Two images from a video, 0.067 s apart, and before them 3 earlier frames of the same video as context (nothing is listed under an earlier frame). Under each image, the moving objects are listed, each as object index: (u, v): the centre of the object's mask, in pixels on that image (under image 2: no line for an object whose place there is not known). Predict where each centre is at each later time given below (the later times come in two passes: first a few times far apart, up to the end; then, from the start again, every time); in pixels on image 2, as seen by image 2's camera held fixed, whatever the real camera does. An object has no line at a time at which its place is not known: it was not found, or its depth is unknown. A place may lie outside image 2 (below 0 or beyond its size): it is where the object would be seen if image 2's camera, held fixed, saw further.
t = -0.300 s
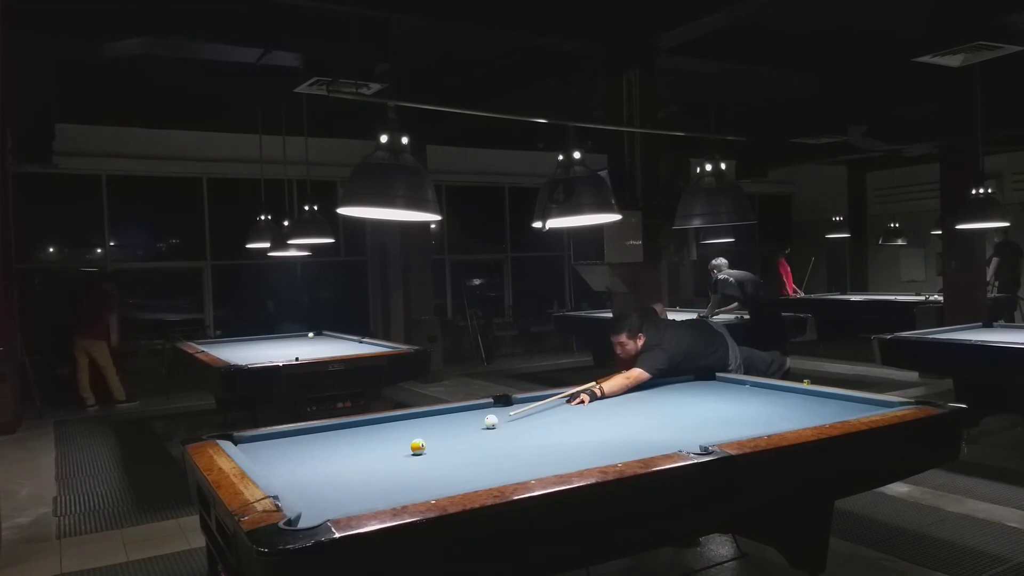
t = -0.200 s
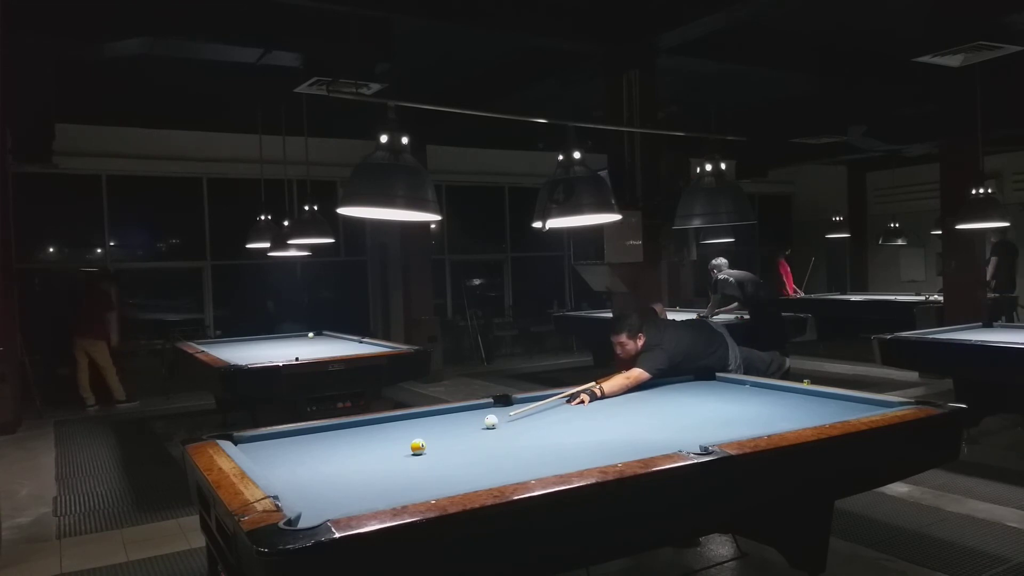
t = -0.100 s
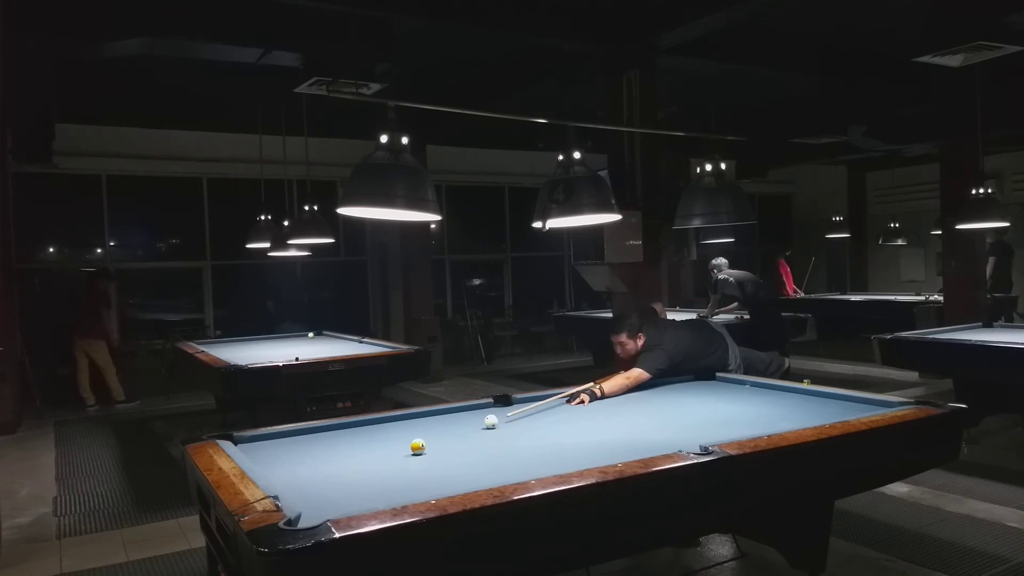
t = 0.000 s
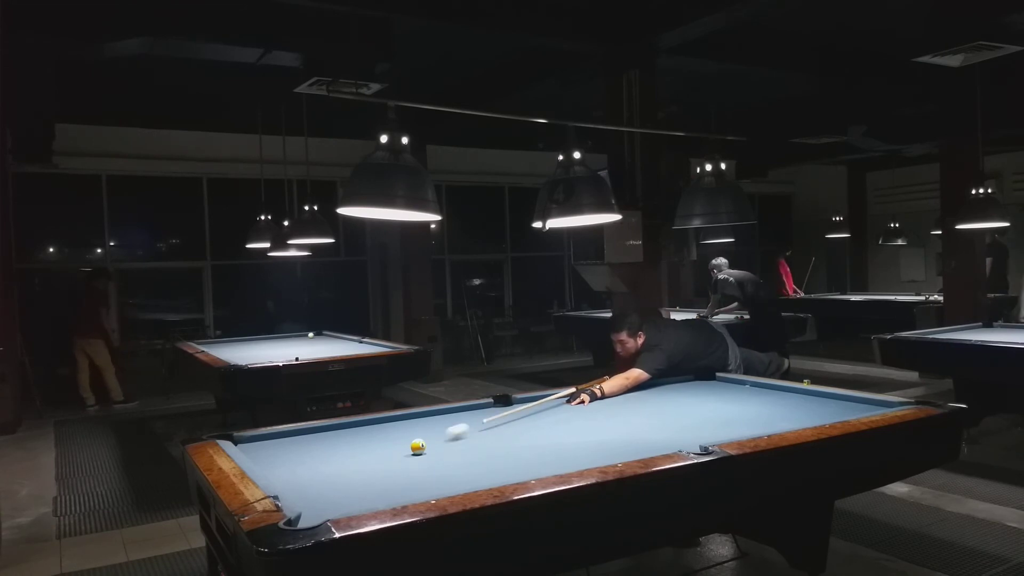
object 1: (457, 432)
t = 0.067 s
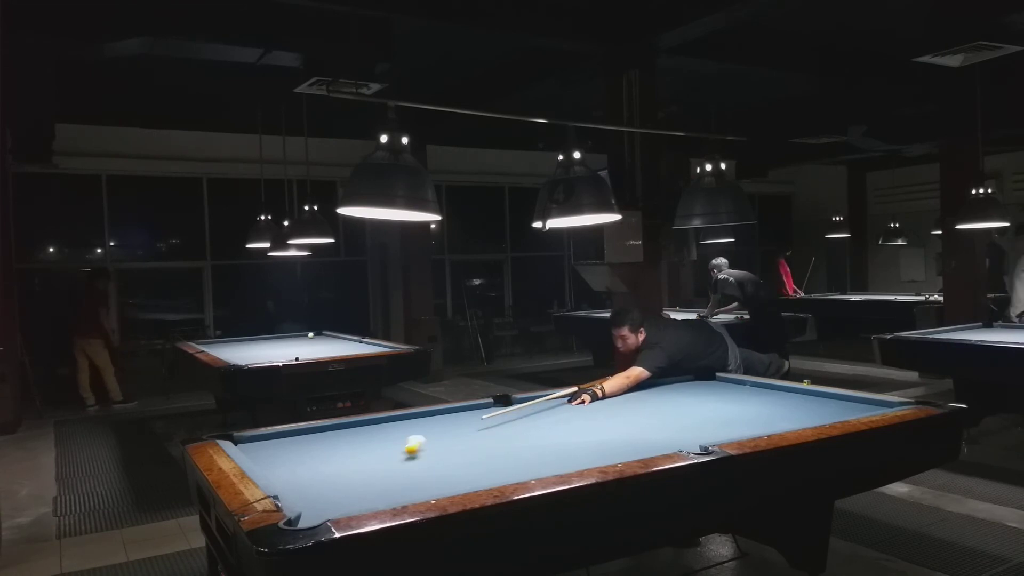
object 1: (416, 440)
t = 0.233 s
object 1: (355, 447)
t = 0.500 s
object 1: (266, 451)
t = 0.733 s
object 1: (271, 442)
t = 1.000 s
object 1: (304, 431)
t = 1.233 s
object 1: (340, 430)
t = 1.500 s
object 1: (380, 428)
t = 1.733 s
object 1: (414, 427)
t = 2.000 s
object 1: (451, 426)
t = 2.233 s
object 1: (482, 425)
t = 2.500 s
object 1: (516, 424)
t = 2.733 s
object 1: (545, 423)
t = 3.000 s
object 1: (577, 422)
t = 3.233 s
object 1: (603, 422)
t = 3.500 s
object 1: (633, 421)
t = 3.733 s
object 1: (658, 421)
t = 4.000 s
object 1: (684, 420)
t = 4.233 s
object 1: (707, 420)
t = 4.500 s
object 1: (731, 419)
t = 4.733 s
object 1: (752, 419)
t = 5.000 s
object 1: (773, 418)
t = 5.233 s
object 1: (791, 418)
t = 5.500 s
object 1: (809, 417)
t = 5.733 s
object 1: (824, 416)
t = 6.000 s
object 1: (839, 414)
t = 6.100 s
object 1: (844, 414)
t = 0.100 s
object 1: (402, 443)
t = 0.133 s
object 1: (389, 445)
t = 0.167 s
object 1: (377, 445)
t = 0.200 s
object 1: (366, 446)
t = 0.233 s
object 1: (355, 447)
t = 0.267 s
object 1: (343, 447)
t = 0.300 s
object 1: (332, 448)
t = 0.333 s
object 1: (321, 448)
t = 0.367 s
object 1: (310, 449)
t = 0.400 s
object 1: (299, 449)
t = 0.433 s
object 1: (288, 450)
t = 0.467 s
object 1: (277, 450)
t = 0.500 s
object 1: (266, 451)
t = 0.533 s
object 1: (255, 451)
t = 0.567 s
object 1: (249, 450)
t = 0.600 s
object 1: (254, 449)
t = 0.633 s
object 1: (258, 448)
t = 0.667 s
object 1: (263, 446)
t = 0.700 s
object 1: (267, 444)
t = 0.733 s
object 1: (271, 442)
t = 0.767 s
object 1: (275, 441)
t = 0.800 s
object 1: (280, 439)
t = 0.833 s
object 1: (283, 438)
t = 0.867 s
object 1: (288, 436)
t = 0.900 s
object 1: (291, 435)
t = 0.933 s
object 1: (295, 433)
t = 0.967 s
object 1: (298, 431)
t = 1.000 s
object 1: (304, 431)
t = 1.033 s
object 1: (309, 431)
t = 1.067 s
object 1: (314, 431)
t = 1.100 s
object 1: (319, 431)
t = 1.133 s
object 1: (325, 430)
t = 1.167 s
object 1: (330, 430)
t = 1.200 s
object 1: (335, 430)
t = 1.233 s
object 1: (340, 430)
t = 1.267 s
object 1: (345, 430)
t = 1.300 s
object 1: (351, 430)
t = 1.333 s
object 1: (356, 429)
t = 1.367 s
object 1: (361, 429)
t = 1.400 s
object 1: (366, 429)
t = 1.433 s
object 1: (371, 429)
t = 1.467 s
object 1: (375, 429)
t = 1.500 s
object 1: (380, 428)
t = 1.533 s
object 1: (385, 428)
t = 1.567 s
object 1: (390, 428)
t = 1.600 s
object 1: (395, 428)
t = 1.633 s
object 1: (400, 428)
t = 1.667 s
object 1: (405, 427)
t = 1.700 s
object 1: (410, 427)
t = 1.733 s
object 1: (414, 427)
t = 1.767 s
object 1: (419, 427)
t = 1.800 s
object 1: (424, 427)
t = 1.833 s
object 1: (428, 427)
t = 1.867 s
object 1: (433, 426)
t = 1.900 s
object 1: (438, 426)
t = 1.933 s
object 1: (442, 426)
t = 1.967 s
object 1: (447, 426)
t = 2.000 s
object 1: (451, 426)
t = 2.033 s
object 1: (456, 426)
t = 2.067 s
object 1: (460, 425)
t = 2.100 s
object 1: (465, 425)
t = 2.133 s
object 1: (469, 425)
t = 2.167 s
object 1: (473, 425)
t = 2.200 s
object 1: (478, 425)
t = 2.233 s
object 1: (482, 425)
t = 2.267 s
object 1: (486, 425)
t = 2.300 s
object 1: (490, 425)
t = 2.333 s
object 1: (495, 425)
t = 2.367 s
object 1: (499, 424)
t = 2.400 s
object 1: (503, 424)
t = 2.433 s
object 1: (508, 424)
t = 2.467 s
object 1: (512, 424)
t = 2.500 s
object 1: (516, 424)
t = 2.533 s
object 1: (520, 424)
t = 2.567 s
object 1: (524, 424)
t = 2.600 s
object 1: (529, 424)
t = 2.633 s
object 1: (533, 423)
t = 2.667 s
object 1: (537, 423)
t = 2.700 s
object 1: (541, 423)
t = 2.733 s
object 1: (545, 423)
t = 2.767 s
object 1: (549, 423)
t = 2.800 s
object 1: (553, 423)
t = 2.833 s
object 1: (557, 423)
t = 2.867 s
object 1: (561, 423)
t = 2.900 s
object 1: (565, 423)
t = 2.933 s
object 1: (569, 423)
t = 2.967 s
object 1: (573, 422)
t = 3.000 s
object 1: (577, 422)
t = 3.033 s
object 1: (580, 422)
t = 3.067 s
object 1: (585, 422)
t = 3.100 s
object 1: (588, 422)
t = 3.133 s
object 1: (592, 422)
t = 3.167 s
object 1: (596, 422)
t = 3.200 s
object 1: (600, 422)
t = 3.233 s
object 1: (603, 422)
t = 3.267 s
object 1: (607, 422)
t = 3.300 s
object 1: (611, 422)
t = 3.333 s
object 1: (615, 422)
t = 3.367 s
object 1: (618, 422)
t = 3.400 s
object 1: (622, 422)
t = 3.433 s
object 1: (625, 422)
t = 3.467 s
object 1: (629, 421)
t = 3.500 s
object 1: (633, 421)
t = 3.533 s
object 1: (636, 421)
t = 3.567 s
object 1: (640, 421)
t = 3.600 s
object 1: (644, 421)
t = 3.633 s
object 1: (647, 421)
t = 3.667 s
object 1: (651, 421)
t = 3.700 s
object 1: (654, 421)
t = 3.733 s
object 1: (658, 421)
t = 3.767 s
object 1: (661, 421)
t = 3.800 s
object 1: (664, 421)
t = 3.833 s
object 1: (667, 421)
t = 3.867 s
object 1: (671, 421)
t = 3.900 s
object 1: (674, 421)
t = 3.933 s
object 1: (678, 420)
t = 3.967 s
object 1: (681, 420)
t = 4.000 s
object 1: (684, 420)
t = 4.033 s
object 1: (688, 420)
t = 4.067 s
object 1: (691, 420)
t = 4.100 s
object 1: (694, 420)
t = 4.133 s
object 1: (698, 420)
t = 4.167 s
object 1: (701, 420)
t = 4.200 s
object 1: (704, 420)
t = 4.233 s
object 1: (707, 420)
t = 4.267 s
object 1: (710, 420)
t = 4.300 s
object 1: (713, 420)
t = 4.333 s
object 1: (716, 420)
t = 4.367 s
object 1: (719, 420)
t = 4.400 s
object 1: (722, 420)
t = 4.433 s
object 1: (725, 420)
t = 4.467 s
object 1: (729, 420)
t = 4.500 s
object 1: (731, 419)
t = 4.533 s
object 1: (734, 420)
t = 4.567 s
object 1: (737, 419)
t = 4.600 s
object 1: (740, 419)
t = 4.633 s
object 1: (743, 419)
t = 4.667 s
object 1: (746, 419)
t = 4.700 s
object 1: (749, 419)
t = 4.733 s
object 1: (752, 419)
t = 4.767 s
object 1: (754, 419)
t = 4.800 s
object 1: (757, 419)
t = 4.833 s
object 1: (760, 419)
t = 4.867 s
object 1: (762, 419)
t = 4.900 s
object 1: (765, 419)
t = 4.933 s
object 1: (768, 418)
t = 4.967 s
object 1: (770, 419)
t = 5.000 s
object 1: (773, 418)
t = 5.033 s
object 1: (776, 419)
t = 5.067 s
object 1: (778, 418)
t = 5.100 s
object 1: (781, 418)
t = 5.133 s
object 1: (783, 418)
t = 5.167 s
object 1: (786, 418)
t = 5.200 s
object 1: (788, 418)
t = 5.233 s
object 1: (791, 418)
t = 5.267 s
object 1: (793, 418)
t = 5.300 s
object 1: (795, 418)
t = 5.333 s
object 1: (798, 418)
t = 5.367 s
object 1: (800, 418)
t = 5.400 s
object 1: (802, 417)
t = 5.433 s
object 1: (804, 417)
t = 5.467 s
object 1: (807, 417)
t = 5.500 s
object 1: (809, 417)
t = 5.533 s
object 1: (811, 417)
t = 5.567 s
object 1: (813, 417)
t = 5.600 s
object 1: (815, 416)
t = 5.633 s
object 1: (818, 416)
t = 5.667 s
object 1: (820, 416)
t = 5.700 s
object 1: (822, 416)
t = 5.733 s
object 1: (824, 416)
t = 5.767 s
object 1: (826, 416)
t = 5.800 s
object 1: (828, 415)
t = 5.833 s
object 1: (830, 415)
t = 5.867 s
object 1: (832, 415)
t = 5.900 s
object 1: (833, 415)
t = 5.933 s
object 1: (835, 415)
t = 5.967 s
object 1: (837, 415)
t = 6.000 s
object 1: (839, 414)
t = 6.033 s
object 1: (841, 414)
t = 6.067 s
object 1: (843, 414)
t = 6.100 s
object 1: (844, 414)
